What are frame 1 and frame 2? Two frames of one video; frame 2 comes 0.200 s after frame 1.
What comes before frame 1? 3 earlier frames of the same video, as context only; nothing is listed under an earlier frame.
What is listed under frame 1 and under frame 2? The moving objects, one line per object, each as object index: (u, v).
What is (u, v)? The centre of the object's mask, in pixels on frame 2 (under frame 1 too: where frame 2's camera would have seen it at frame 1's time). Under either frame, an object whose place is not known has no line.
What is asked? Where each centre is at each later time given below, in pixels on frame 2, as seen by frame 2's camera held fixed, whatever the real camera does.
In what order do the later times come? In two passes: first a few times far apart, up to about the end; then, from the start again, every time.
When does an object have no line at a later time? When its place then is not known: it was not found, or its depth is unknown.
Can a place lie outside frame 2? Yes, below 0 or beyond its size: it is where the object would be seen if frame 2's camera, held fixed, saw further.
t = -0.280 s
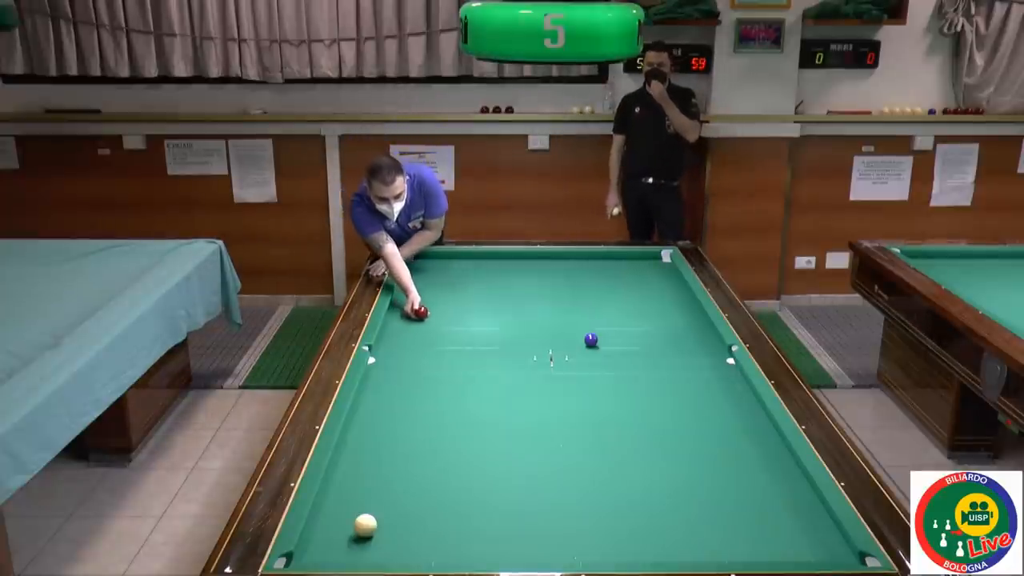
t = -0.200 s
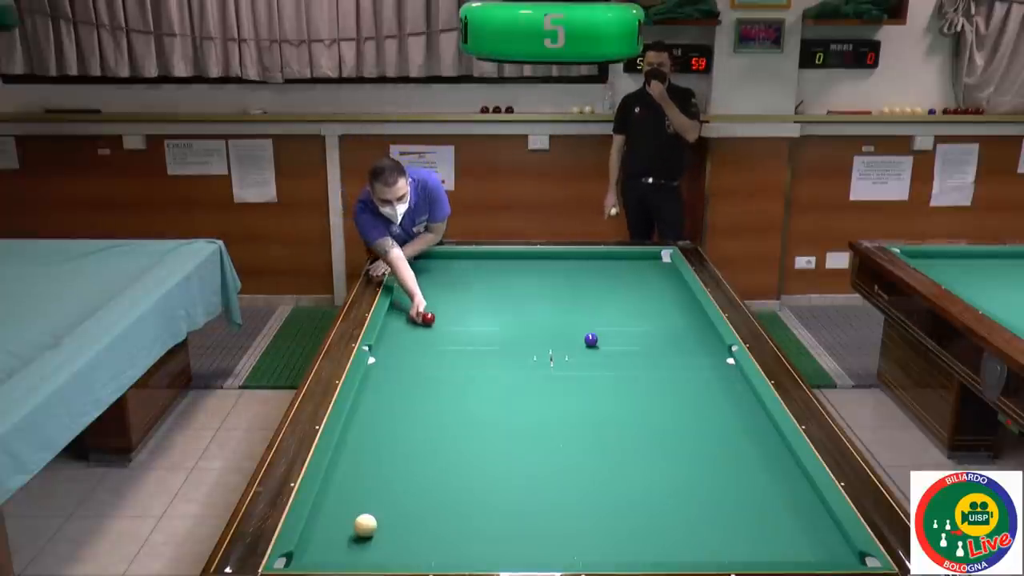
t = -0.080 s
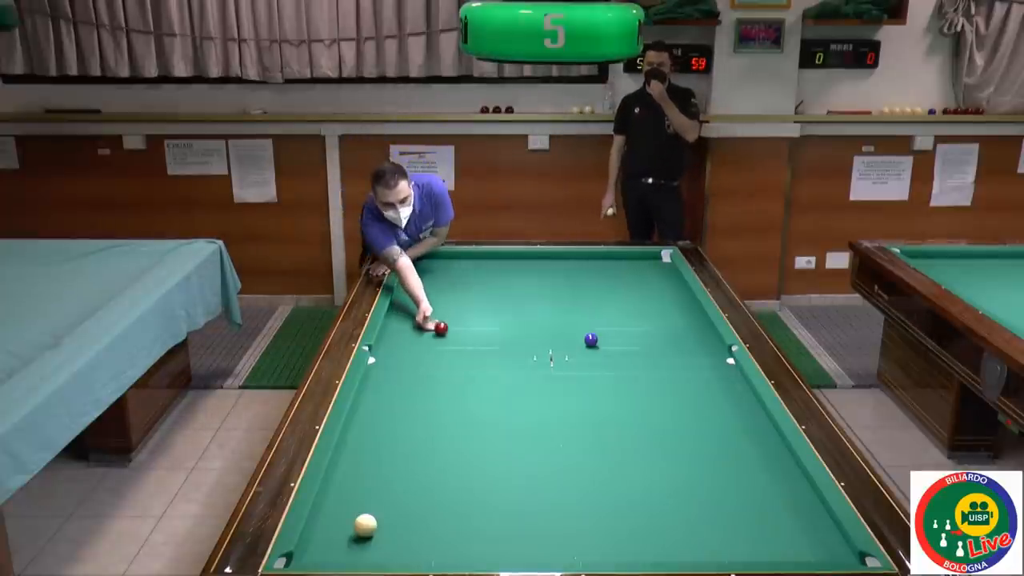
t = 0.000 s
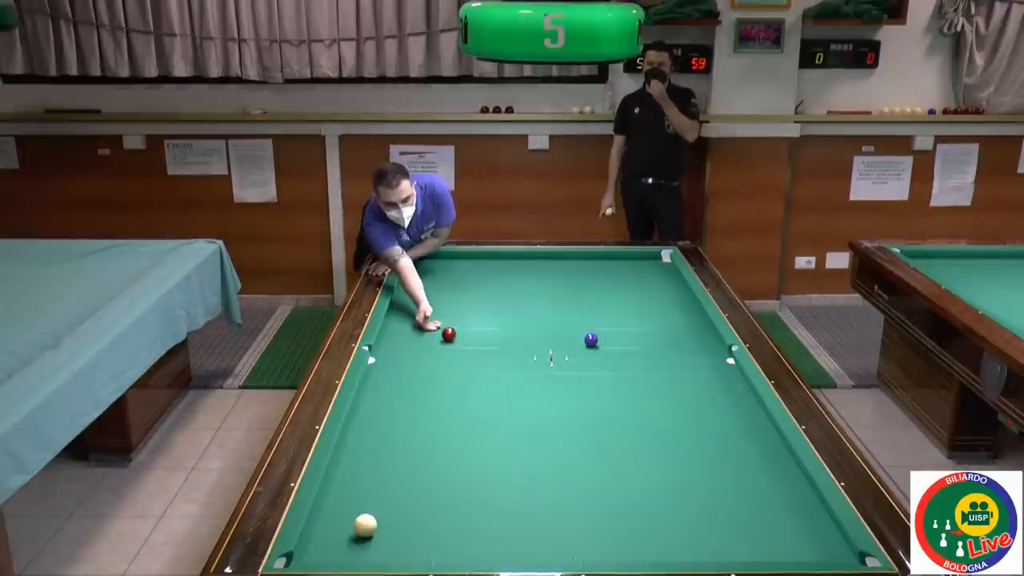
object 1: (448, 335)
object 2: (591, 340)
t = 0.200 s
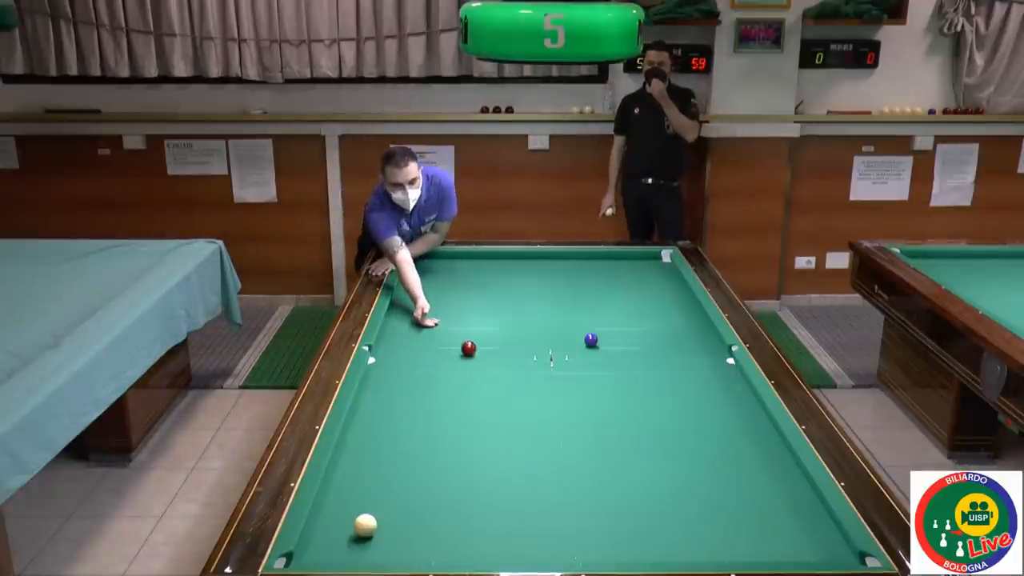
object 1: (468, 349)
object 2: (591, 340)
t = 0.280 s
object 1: (476, 355)
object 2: (591, 340)
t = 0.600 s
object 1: (512, 381)
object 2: (591, 340)
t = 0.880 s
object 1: (548, 406)
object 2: (591, 340)
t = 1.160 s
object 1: (588, 435)
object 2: (591, 340)
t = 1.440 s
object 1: (632, 466)
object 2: (591, 340)
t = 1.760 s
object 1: (691, 507)
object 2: (591, 340)
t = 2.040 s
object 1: (748, 547)
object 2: (591, 340)
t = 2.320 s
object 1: (777, 543)
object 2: (591, 340)
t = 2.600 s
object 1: (789, 517)
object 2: (591, 340)
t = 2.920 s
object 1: (801, 492)
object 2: (591, 340)
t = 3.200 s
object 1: (785, 473)
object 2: (591, 340)
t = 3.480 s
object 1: (765, 458)
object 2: (591, 340)
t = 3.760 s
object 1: (746, 443)
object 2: (591, 340)
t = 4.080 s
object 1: (727, 429)
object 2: (591, 340)
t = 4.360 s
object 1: (711, 417)
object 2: (591, 340)
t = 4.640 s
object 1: (697, 406)
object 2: (591, 340)
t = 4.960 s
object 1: (682, 395)
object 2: (591, 340)
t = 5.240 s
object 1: (670, 386)
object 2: (591, 340)
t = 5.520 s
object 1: (659, 378)
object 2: (591, 340)
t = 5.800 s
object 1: (649, 371)
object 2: (591, 340)
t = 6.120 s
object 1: (638, 363)
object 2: (591, 340)
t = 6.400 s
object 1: (629, 357)
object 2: (591, 340)
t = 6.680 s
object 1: (621, 352)
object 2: (591, 340)
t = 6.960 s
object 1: (614, 346)
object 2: (591, 340)
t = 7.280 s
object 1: (606, 341)
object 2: (591, 340)
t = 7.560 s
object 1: (603, 337)
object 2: (587, 340)
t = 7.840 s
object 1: (601, 333)
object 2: (584, 339)
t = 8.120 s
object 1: (599, 330)
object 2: (582, 339)
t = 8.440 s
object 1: (597, 327)
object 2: (579, 339)
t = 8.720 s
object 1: (596, 324)
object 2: (578, 339)
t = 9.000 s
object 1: (594, 322)
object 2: (578, 339)
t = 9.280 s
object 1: (593, 320)
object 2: (578, 339)
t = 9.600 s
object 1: (592, 318)
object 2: (578, 339)
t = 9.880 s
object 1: (591, 317)
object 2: (578, 339)
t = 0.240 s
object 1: (472, 352)
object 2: (591, 340)
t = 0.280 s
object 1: (476, 355)
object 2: (591, 340)
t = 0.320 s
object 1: (481, 358)
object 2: (591, 340)
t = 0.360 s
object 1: (485, 361)
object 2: (591, 340)
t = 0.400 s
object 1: (489, 365)
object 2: (591, 340)
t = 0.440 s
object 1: (494, 367)
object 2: (591, 340)
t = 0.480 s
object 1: (498, 371)
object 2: (591, 340)
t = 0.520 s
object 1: (503, 374)
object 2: (591, 340)
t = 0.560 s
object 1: (508, 378)
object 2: (591, 340)
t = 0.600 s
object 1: (512, 381)
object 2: (591, 340)
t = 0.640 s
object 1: (517, 385)
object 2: (591, 340)
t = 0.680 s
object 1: (522, 388)
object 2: (591, 340)
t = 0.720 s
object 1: (527, 392)
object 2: (591, 340)
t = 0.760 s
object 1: (532, 395)
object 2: (591, 340)
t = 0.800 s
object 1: (537, 399)
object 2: (591, 340)
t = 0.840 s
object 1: (543, 403)
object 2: (591, 340)
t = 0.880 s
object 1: (548, 406)
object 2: (591, 340)
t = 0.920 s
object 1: (553, 410)
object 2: (591, 340)
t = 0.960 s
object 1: (559, 414)
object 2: (591, 340)
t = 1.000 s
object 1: (564, 418)
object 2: (591, 340)
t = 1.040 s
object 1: (570, 422)
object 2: (591, 340)
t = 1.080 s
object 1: (576, 427)
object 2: (591, 340)
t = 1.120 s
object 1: (582, 430)
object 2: (591, 340)
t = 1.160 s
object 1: (588, 435)
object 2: (591, 340)
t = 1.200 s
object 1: (594, 439)
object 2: (591, 340)
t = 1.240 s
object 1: (600, 443)
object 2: (591, 340)
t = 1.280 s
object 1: (606, 448)
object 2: (591, 340)
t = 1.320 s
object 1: (613, 452)
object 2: (591, 340)
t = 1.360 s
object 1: (619, 457)
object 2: (591, 340)
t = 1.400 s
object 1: (626, 461)
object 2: (591, 340)
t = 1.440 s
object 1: (632, 466)
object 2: (591, 340)
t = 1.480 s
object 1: (639, 471)
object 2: (591, 340)
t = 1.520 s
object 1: (646, 476)
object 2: (591, 340)
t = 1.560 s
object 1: (654, 481)
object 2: (591, 340)
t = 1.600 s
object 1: (661, 486)
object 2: (591, 340)
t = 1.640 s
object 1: (668, 491)
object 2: (591, 340)
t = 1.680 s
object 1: (675, 497)
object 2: (591, 340)
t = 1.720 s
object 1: (683, 502)
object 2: (591, 340)
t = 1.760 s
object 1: (691, 507)
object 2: (591, 340)
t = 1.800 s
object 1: (698, 513)
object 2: (591, 340)
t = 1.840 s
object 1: (706, 518)
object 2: (591, 340)
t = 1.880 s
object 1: (715, 524)
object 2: (591, 340)
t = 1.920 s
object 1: (723, 530)
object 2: (591, 340)
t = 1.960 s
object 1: (731, 536)
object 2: (591, 340)
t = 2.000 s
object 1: (740, 542)
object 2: (591, 340)
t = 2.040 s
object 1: (748, 547)
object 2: (591, 340)
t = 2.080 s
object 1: (757, 551)
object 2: (591, 340)
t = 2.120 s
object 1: (766, 554)
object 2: (591, 340)
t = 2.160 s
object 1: (770, 554)
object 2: (591, 340)
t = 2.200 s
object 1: (772, 552)
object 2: (591, 340)
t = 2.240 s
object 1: (774, 549)
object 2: (591, 340)
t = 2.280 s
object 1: (776, 546)
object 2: (591, 340)
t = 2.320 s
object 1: (777, 543)
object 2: (591, 340)
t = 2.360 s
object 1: (779, 539)
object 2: (591, 340)
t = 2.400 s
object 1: (781, 535)
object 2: (591, 340)
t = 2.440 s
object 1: (783, 532)
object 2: (591, 340)
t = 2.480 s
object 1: (784, 528)
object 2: (591, 340)
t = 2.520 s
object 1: (786, 524)
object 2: (591, 340)
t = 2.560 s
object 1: (788, 521)
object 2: (591, 340)
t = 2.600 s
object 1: (789, 517)
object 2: (591, 340)
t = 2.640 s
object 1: (791, 514)
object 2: (591, 340)
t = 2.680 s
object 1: (792, 511)
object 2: (591, 340)
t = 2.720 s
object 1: (794, 507)
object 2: (591, 340)
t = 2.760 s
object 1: (795, 504)
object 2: (591, 340)
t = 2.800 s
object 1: (797, 501)
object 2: (591, 340)
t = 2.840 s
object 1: (798, 498)
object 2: (591, 340)
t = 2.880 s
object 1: (800, 495)
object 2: (591, 340)
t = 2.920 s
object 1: (801, 492)
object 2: (591, 340)
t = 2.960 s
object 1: (802, 488)
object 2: (591, 340)
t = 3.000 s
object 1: (801, 486)
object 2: (591, 340)
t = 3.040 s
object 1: (798, 483)
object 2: (591, 340)
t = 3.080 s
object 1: (795, 480)
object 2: (591, 340)
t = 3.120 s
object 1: (792, 478)
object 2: (591, 340)
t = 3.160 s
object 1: (788, 476)
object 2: (591, 340)
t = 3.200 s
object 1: (785, 473)
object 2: (591, 340)
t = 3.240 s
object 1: (782, 471)
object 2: (591, 340)
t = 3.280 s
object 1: (779, 469)
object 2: (591, 340)
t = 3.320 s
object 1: (776, 466)
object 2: (591, 340)
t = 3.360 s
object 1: (773, 464)
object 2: (591, 340)
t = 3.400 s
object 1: (771, 462)
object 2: (591, 340)
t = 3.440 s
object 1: (768, 460)
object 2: (591, 340)
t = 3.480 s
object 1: (765, 458)
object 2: (591, 340)
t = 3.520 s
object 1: (762, 456)
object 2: (591, 340)
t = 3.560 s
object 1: (759, 453)
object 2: (591, 340)
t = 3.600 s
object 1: (757, 451)
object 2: (591, 340)
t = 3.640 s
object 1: (754, 449)
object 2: (591, 340)
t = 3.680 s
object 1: (751, 447)
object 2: (591, 340)
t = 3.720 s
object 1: (749, 445)
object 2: (591, 340)
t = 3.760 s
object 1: (746, 443)
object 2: (591, 340)
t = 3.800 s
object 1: (743, 441)
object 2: (591, 340)
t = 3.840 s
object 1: (741, 439)
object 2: (591, 340)
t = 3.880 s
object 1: (739, 437)
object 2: (591, 340)
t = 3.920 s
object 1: (736, 435)
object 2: (591, 340)
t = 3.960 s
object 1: (734, 434)
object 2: (591, 340)
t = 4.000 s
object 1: (732, 432)
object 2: (591, 340)
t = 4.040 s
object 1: (729, 430)
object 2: (591, 340)
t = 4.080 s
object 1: (727, 429)
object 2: (591, 340)
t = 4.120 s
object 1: (724, 427)
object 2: (591, 340)
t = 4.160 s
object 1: (722, 425)
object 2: (591, 340)
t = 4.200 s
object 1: (720, 423)
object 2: (591, 340)
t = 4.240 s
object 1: (718, 422)
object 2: (591, 340)
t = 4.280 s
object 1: (716, 420)
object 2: (591, 340)
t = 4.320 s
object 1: (713, 419)
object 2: (591, 340)
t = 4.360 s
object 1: (711, 417)
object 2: (591, 340)
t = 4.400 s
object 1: (709, 415)
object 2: (591, 340)
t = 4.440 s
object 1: (707, 414)
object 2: (591, 340)
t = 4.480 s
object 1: (705, 412)
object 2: (591, 340)
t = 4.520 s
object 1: (703, 411)
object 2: (591, 340)
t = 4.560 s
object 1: (701, 409)
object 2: (591, 340)
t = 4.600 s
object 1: (699, 408)
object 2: (591, 340)
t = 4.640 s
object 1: (697, 406)
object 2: (591, 340)
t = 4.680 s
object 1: (695, 405)
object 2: (591, 340)
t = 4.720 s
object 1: (693, 403)
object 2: (591, 340)
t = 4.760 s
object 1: (691, 402)
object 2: (591, 340)
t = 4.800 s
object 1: (689, 400)
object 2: (591, 340)
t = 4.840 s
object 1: (687, 399)
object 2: (591, 340)
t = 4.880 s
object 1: (685, 398)
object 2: (591, 340)
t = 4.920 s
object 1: (684, 397)
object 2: (591, 340)
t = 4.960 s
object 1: (682, 395)
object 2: (591, 340)
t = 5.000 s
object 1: (680, 394)
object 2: (591, 340)
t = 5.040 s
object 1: (678, 393)
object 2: (591, 340)
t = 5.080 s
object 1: (676, 391)
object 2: (591, 340)
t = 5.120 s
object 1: (675, 390)
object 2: (591, 340)
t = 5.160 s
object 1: (673, 389)
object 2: (591, 340)
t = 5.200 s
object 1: (672, 388)
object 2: (591, 340)
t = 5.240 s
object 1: (670, 386)
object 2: (591, 340)
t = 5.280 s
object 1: (668, 385)
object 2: (591, 340)
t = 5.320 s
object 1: (667, 384)
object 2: (591, 340)
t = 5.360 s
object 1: (665, 383)
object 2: (591, 340)
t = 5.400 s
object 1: (663, 382)
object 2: (591, 340)
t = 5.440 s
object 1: (662, 381)
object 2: (591, 340)
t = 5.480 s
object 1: (660, 380)
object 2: (591, 340)
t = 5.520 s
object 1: (659, 378)
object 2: (591, 340)
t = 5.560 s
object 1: (657, 377)
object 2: (591, 340)
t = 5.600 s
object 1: (656, 376)
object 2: (591, 340)
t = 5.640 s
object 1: (654, 375)
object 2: (591, 340)
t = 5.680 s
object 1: (653, 374)
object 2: (591, 340)
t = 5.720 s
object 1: (651, 373)
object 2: (591, 340)
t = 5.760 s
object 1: (650, 372)
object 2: (591, 340)
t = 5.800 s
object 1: (649, 371)
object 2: (591, 340)
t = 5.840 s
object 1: (647, 370)
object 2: (591, 340)
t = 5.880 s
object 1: (646, 369)
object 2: (591, 340)
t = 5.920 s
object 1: (644, 368)
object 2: (591, 340)
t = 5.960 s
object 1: (643, 367)
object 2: (591, 340)
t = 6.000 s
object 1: (642, 366)
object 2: (591, 340)
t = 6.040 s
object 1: (641, 365)
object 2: (591, 340)
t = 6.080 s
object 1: (639, 364)
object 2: (591, 340)
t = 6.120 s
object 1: (638, 363)
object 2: (591, 340)
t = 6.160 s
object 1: (637, 362)
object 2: (591, 340)
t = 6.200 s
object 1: (635, 361)
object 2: (591, 340)
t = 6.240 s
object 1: (634, 361)
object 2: (591, 340)
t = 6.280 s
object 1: (633, 360)
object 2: (591, 340)
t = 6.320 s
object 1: (632, 359)
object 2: (591, 340)
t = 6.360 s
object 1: (631, 358)
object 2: (591, 340)
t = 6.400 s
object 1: (629, 357)
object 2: (591, 340)
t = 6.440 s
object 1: (628, 356)
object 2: (591, 340)
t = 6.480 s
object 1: (627, 356)
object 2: (591, 340)
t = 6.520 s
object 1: (626, 355)
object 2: (591, 340)
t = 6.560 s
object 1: (625, 354)
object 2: (591, 340)
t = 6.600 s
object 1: (624, 353)
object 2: (591, 340)
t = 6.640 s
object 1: (622, 352)
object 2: (591, 340)
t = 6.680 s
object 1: (621, 352)
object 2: (591, 340)
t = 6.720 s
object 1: (620, 351)
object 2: (591, 340)
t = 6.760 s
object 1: (619, 350)
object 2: (591, 340)
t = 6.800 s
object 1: (618, 349)
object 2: (591, 340)
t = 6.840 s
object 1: (617, 349)
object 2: (591, 340)
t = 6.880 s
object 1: (616, 348)
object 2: (591, 340)
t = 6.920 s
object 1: (615, 347)
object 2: (591, 340)
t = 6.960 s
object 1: (614, 346)
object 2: (591, 340)
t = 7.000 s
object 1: (613, 346)
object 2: (591, 340)
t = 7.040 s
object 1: (612, 345)
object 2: (591, 340)
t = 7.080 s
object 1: (611, 344)
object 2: (591, 340)
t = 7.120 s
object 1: (610, 344)
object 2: (591, 340)
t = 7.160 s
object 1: (609, 343)
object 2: (591, 340)
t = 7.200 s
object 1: (609, 342)
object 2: (591, 340)
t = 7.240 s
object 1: (607, 342)
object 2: (591, 340)
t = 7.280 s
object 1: (606, 341)
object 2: (591, 340)
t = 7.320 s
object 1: (606, 340)
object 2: (591, 340)
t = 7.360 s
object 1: (605, 340)
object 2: (590, 340)
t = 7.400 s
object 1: (605, 339)
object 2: (590, 340)
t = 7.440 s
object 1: (604, 339)
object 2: (589, 340)
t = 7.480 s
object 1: (604, 338)
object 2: (589, 340)
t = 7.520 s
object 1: (603, 337)
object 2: (588, 340)
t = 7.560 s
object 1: (603, 337)
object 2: (587, 340)
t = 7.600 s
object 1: (603, 336)
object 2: (587, 340)
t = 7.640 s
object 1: (603, 336)
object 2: (587, 340)
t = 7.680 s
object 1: (602, 335)
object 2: (586, 340)
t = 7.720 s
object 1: (602, 335)
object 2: (585, 339)
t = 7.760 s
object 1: (602, 334)
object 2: (585, 339)
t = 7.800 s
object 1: (601, 334)
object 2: (585, 339)
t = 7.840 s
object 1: (601, 333)
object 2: (584, 339)
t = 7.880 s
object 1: (601, 333)
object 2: (584, 339)
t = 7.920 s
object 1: (600, 332)
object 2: (583, 339)
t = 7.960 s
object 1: (600, 332)
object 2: (583, 339)
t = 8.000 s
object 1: (600, 331)
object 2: (582, 339)
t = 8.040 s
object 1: (599, 331)
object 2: (582, 339)
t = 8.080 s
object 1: (599, 330)
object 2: (582, 339)
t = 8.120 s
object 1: (599, 330)
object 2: (582, 339)
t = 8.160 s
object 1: (599, 330)
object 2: (581, 339)
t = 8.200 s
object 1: (598, 329)
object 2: (581, 339)
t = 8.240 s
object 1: (598, 329)
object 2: (581, 339)
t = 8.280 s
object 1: (598, 329)
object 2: (580, 339)
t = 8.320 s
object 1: (598, 328)
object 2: (580, 339)
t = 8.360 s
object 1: (598, 328)
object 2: (580, 339)
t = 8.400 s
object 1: (597, 327)
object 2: (580, 339)
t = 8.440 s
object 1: (597, 327)
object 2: (579, 339)
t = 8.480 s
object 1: (597, 326)
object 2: (579, 339)
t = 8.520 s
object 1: (597, 326)
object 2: (579, 339)
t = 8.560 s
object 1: (596, 326)
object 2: (579, 339)
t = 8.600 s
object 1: (596, 325)
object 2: (579, 339)
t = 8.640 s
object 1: (596, 325)
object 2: (579, 339)
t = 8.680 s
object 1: (596, 325)
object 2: (578, 339)
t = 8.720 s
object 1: (596, 324)
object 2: (578, 339)
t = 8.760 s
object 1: (596, 324)
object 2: (578, 339)
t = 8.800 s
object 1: (595, 324)
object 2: (578, 339)
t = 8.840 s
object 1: (595, 323)
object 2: (578, 339)
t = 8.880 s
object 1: (595, 323)
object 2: (578, 339)
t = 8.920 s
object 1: (595, 323)
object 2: (578, 339)
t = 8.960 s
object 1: (595, 323)
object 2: (578, 339)
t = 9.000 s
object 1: (594, 322)
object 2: (578, 339)
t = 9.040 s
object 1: (594, 322)
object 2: (578, 339)
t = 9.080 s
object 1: (594, 322)
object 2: (578, 339)
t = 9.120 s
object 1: (594, 321)
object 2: (578, 339)
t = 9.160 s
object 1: (594, 321)
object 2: (578, 339)
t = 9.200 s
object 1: (594, 321)
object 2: (578, 339)
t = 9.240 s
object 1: (593, 321)
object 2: (578, 339)
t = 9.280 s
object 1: (593, 320)
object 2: (578, 339)
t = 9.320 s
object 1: (593, 320)
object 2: (578, 339)
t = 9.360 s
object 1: (593, 320)
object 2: (578, 339)
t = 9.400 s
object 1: (593, 320)
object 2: (578, 339)
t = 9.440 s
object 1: (593, 319)
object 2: (578, 339)
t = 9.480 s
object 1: (593, 319)
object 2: (578, 339)
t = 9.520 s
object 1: (592, 319)
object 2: (578, 339)
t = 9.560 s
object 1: (592, 319)
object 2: (578, 339)
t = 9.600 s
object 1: (592, 318)
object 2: (578, 339)
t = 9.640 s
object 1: (592, 318)
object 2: (578, 339)
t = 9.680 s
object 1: (592, 318)
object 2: (578, 339)
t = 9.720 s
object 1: (592, 318)
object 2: (578, 339)
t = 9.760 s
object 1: (592, 318)
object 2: (578, 339)
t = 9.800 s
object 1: (592, 317)
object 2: (578, 339)
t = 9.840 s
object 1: (591, 317)
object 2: (578, 339)
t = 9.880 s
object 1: (591, 317)
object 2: (578, 339)
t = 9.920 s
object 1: (591, 317)
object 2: (578, 339)
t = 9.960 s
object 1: (591, 317)
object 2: (578, 339)
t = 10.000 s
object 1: (591, 317)
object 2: (578, 339)
